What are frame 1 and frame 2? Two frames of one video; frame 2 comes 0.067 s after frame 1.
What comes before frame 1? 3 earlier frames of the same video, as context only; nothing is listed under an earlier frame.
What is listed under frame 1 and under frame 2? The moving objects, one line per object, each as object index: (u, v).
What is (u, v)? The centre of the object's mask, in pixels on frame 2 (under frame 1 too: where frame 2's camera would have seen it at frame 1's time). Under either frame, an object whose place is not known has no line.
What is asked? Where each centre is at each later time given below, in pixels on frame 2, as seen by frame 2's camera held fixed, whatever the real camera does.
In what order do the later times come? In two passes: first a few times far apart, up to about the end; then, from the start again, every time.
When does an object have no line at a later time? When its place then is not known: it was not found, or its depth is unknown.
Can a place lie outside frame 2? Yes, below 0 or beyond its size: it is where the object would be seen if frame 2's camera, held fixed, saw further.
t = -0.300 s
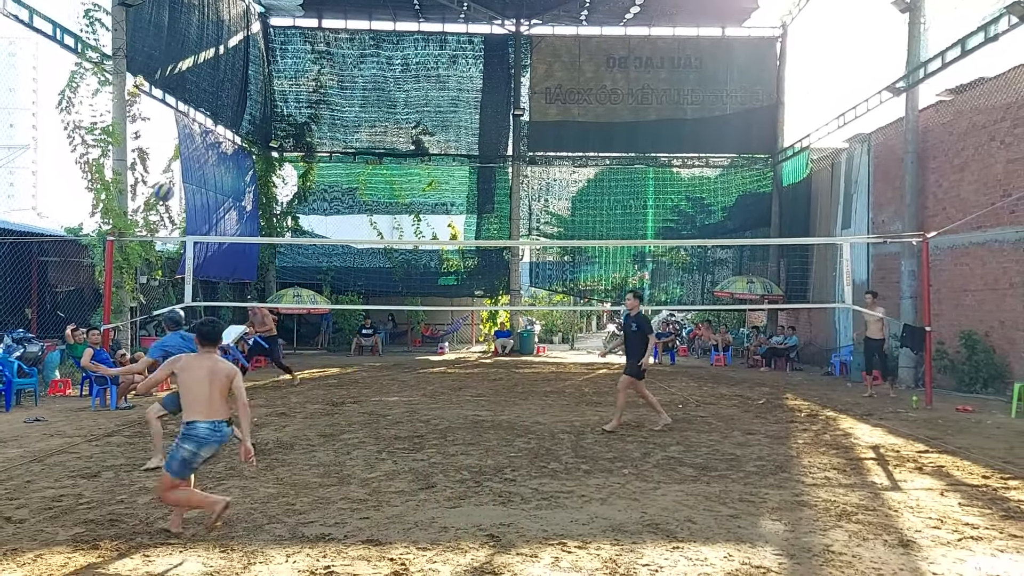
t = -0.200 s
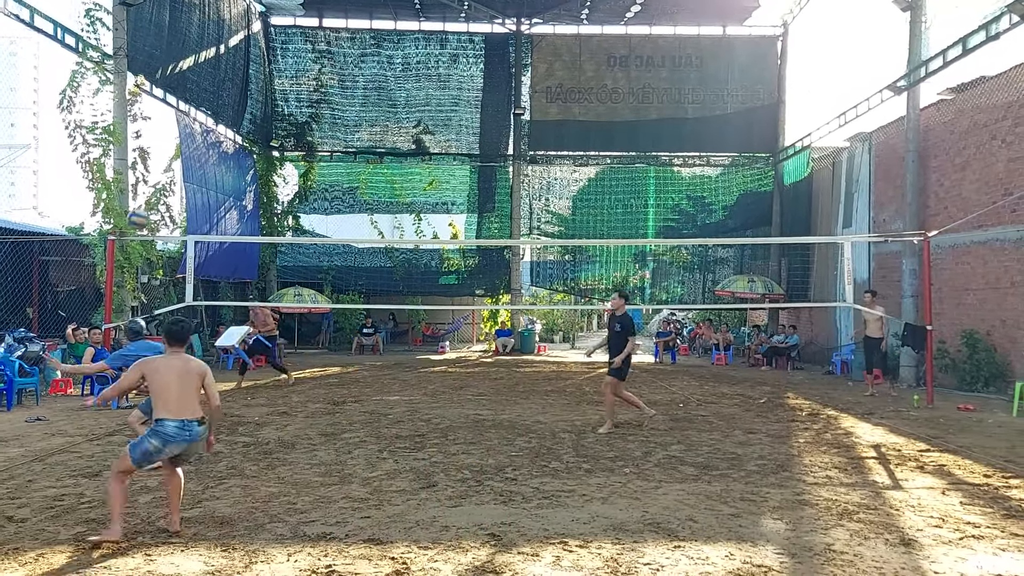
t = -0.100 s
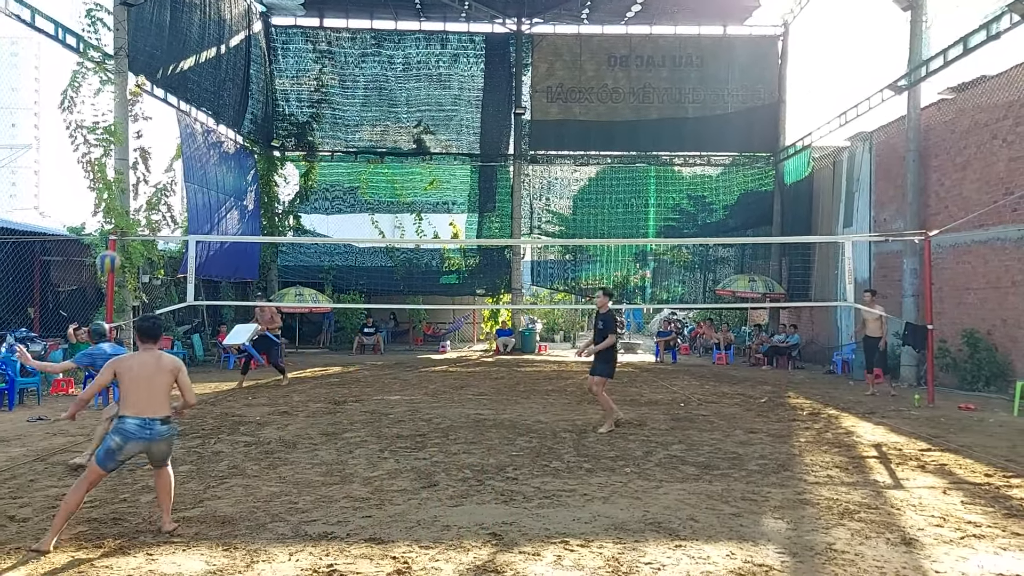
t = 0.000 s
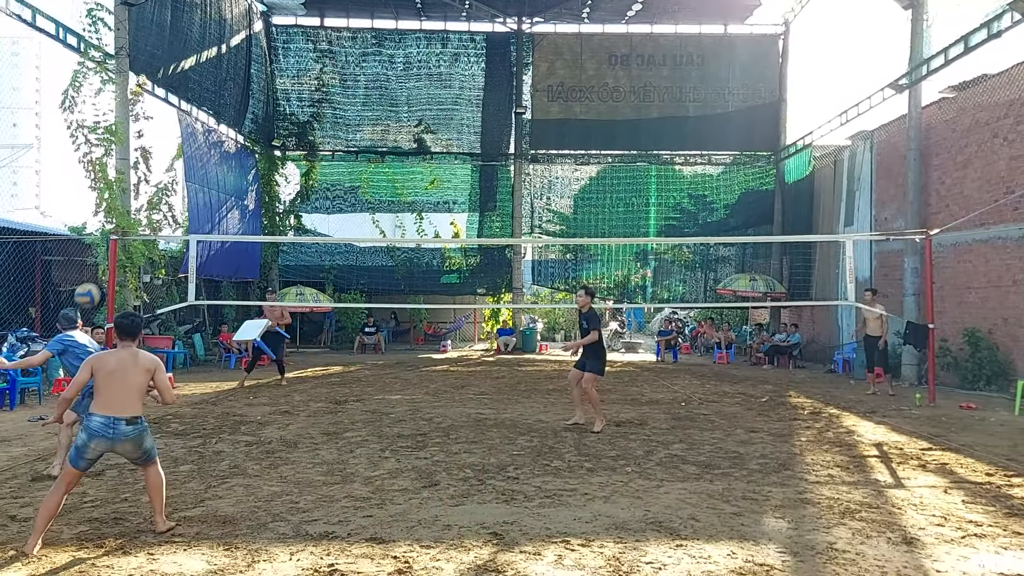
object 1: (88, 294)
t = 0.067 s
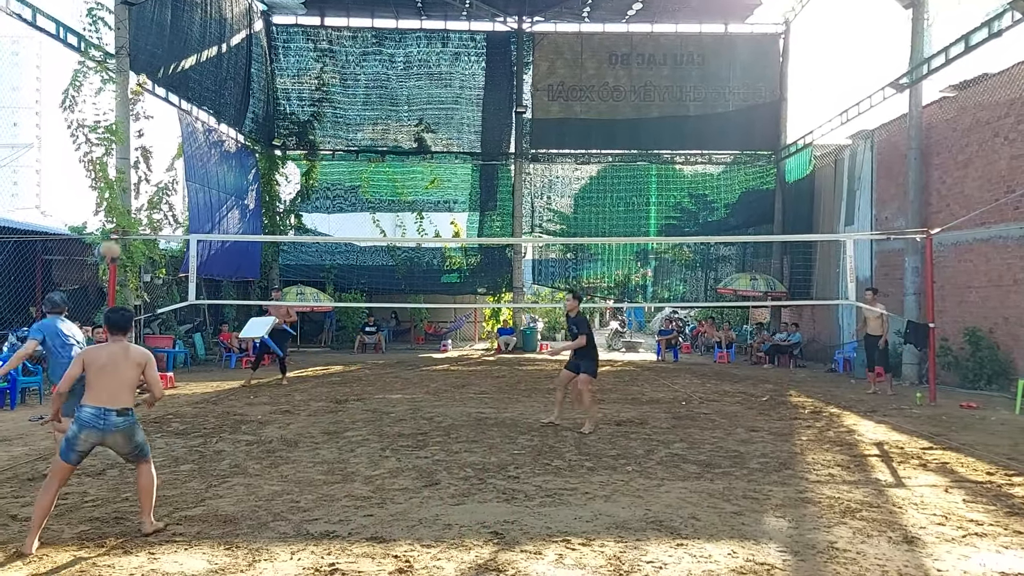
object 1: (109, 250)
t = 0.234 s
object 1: (159, 167)
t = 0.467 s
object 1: (229, 101)
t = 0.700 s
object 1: (298, 94)
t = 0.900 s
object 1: (356, 132)
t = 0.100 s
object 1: (119, 231)
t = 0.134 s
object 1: (128, 215)
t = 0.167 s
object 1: (138, 197)
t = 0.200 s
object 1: (149, 181)
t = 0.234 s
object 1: (159, 167)
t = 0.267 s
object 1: (170, 154)
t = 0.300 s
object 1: (179, 143)
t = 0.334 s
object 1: (190, 132)
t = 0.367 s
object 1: (200, 123)
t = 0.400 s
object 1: (210, 114)
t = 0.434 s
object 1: (219, 107)
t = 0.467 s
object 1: (229, 101)
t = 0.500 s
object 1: (239, 96)
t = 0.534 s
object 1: (250, 93)
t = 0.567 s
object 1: (259, 90)
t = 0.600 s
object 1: (268, 90)
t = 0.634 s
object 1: (279, 90)
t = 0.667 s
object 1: (288, 91)
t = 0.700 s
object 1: (298, 94)
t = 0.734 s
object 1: (308, 98)
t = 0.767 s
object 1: (317, 102)
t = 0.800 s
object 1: (327, 108)
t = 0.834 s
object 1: (337, 115)
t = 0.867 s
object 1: (347, 123)
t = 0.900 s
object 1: (356, 132)
